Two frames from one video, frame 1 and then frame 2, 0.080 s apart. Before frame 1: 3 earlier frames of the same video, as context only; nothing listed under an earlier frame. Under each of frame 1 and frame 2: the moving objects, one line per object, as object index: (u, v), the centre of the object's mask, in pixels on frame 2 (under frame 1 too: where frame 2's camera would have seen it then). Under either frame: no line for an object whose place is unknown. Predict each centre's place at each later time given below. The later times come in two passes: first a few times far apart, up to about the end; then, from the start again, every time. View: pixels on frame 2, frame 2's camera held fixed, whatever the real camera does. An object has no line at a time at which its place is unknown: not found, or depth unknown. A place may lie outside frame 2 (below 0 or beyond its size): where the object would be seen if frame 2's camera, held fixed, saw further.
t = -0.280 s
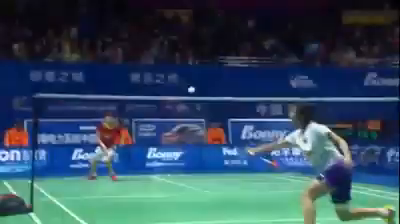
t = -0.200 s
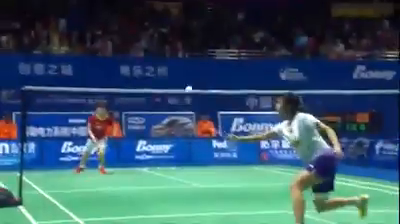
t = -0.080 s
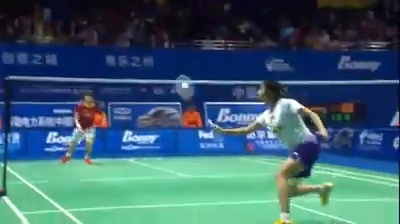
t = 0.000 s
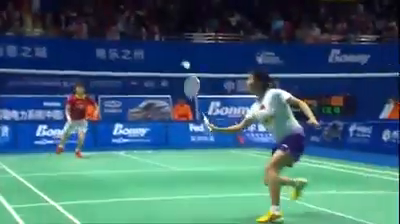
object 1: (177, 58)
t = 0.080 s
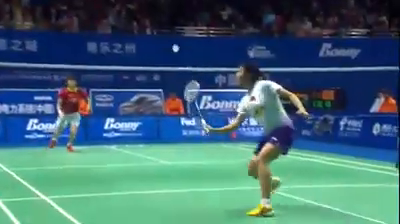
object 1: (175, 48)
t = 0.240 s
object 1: (184, 38)
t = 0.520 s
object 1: (190, 31)
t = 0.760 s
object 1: (194, 33)
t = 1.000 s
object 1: (198, 40)
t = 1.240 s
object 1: (201, 51)
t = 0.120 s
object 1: (177, 45)
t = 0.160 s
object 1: (182, 41)
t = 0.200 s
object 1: (183, 39)
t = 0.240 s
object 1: (184, 38)
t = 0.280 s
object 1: (185, 36)
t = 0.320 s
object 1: (186, 35)
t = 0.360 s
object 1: (187, 33)
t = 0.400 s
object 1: (188, 33)
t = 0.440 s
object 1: (189, 32)
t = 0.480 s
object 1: (190, 32)
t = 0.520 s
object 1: (190, 31)
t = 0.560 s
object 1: (191, 31)
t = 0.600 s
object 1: (192, 31)
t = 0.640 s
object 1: (193, 31)
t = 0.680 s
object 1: (193, 31)
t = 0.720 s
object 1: (194, 32)
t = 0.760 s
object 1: (194, 33)
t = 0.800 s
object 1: (195, 34)
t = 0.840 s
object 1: (195, 34)
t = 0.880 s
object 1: (196, 36)
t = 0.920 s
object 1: (197, 37)
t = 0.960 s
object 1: (197, 39)
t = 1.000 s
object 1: (198, 40)
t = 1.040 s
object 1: (198, 41)
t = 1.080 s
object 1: (199, 42)
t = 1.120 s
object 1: (199, 44)
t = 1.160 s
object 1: (200, 46)
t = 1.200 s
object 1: (201, 48)
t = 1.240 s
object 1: (201, 51)
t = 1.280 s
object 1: (202, 52)
